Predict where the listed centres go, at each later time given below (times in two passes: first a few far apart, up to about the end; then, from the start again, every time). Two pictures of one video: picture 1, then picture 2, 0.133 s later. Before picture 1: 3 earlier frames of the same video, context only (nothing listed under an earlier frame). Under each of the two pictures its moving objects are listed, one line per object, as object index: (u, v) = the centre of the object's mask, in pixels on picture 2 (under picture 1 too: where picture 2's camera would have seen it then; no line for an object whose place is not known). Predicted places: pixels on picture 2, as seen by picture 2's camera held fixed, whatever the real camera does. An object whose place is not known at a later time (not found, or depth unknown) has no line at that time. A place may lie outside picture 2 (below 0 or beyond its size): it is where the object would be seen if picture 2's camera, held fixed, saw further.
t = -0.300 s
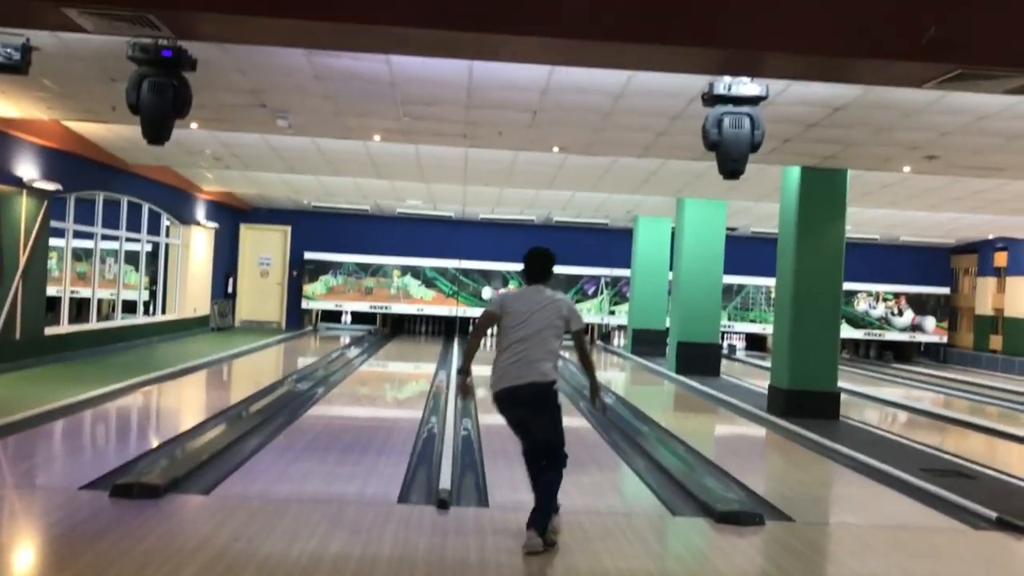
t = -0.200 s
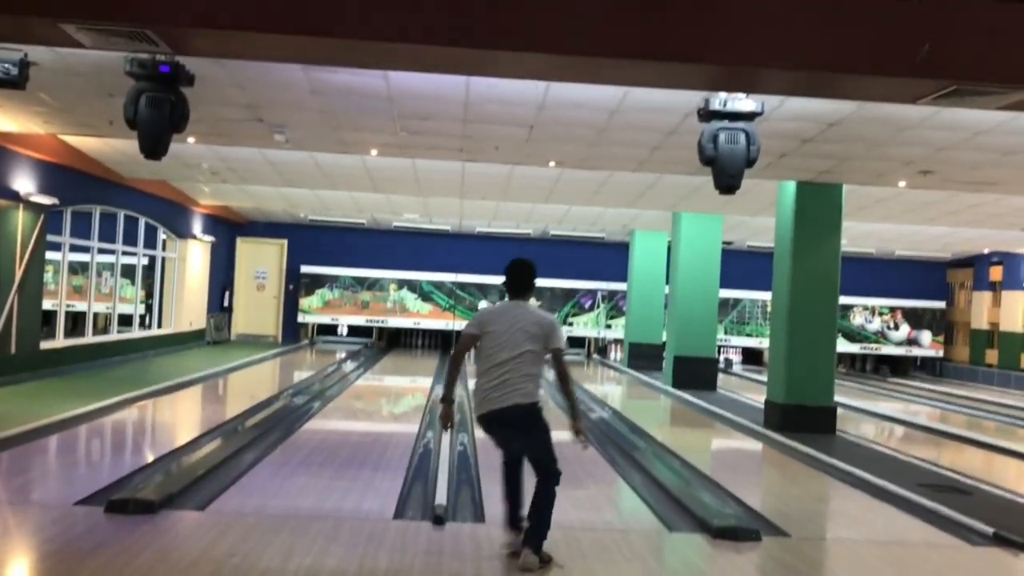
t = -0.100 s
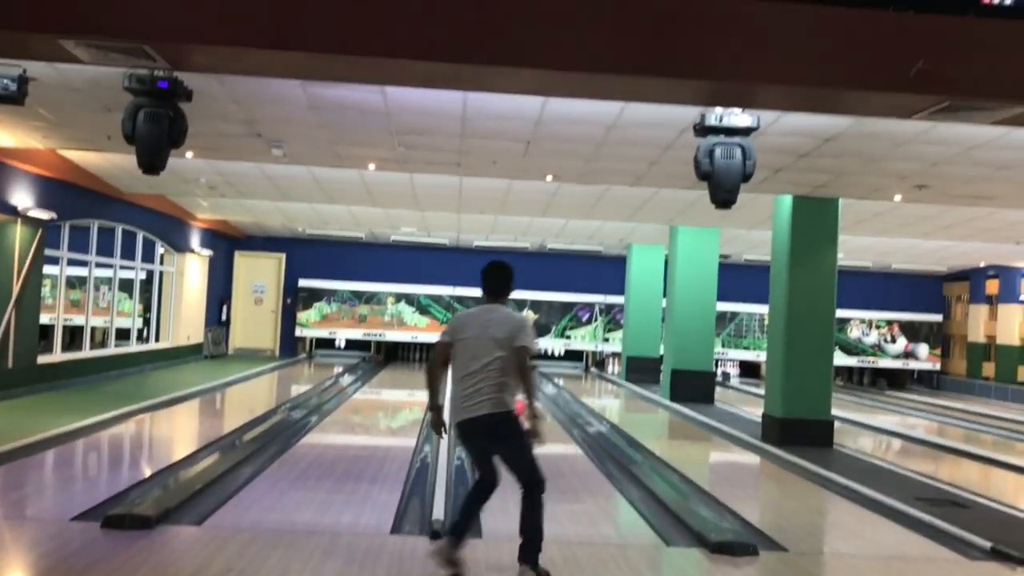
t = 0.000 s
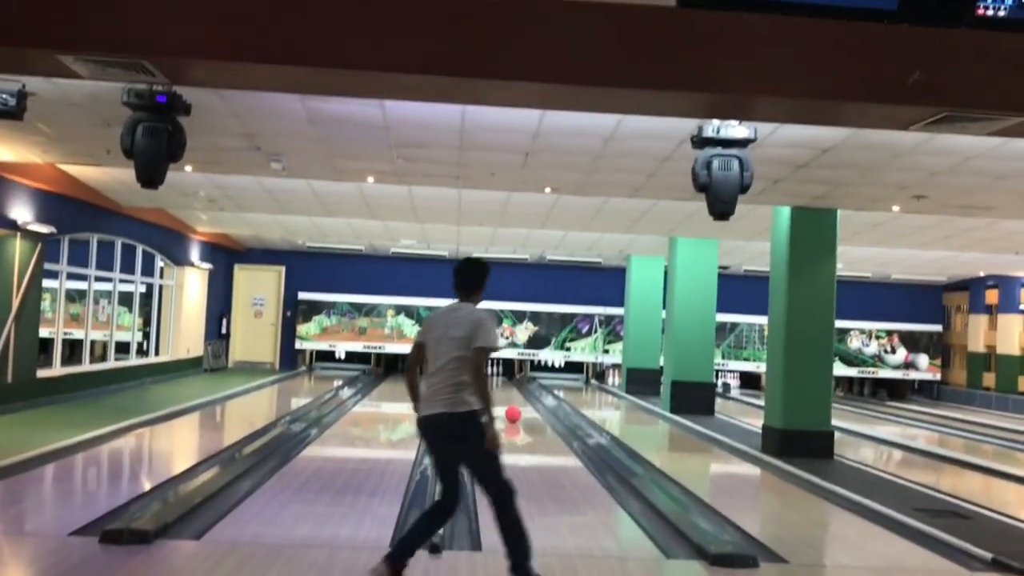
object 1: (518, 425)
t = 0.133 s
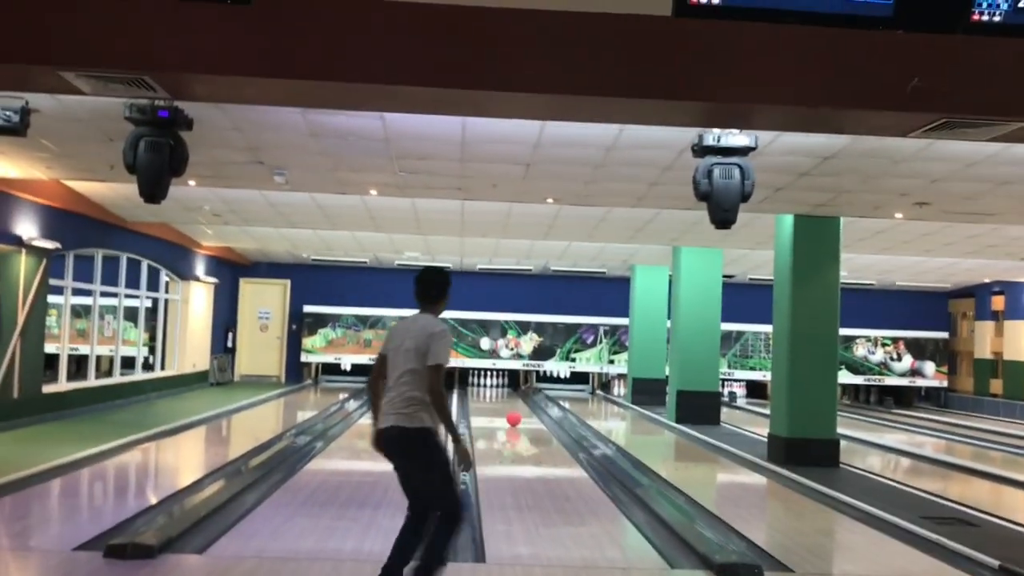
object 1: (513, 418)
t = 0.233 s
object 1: (511, 414)
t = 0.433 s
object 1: (506, 407)
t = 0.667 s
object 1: (503, 399)
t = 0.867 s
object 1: (498, 394)
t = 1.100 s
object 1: (492, 388)
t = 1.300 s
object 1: (488, 384)
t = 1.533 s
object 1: (485, 381)
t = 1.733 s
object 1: (482, 379)
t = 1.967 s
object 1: (478, 379)
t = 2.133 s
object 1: (478, 379)
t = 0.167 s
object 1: (512, 417)
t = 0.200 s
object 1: (511, 415)
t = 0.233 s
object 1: (511, 414)
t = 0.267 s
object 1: (510, 412)
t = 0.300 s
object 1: (509, 411)
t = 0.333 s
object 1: (508, 410)
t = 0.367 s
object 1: (507, 409)
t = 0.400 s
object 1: (507, 407)
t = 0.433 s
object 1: (506, 407)
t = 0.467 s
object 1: (506, 405)
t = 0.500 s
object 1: (505, 404)
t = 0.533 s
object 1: (504, 403)
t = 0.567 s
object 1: (504, 402)
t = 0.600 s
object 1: (503, 401)
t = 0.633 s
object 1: (503, 400)
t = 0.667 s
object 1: (503, 399)
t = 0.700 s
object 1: (501, 398)
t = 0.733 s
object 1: (500, 397)
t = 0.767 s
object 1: (499, 396)
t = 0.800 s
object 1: (499, 396)
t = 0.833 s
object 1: (498, 394)
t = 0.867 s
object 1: (498, 394)
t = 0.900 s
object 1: (497, 393)
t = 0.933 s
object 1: (496, 392)
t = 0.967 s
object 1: (495, 390)
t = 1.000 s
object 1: (494, 390)
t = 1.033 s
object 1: (494, 390)
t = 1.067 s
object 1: (493, 389)
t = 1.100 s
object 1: (492, 388)
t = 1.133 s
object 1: (491, 387)
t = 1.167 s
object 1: (491, 387)
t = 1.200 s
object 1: (490, 387)
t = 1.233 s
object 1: (490, 386)
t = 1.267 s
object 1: (489, 386)
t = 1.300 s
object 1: (488, 384)
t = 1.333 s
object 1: (488, 384)
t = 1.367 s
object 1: (488, 383)
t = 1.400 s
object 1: (487, 383)
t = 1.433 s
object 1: (486, 382)
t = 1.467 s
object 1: (486, 382)
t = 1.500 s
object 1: (485, 381)
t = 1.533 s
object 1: (485, 381)
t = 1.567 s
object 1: (485, 380)
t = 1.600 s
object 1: (485, 380)
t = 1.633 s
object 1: (485, 380)
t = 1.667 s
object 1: (485, 379)
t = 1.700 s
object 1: (483, 379)
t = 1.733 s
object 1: (482, 379)
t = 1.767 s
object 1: (482, 379)
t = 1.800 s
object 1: (481, 379)
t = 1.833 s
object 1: (481, 379)
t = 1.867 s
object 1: (480, 378)
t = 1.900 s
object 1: (479, 378)
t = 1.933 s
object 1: (479, 378)
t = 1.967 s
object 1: (478, 379)
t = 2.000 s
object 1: (478, 378)
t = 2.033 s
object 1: (478, 378)
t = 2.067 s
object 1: (477, 379)
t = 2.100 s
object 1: (478, 378)
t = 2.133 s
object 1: (478, 379)
